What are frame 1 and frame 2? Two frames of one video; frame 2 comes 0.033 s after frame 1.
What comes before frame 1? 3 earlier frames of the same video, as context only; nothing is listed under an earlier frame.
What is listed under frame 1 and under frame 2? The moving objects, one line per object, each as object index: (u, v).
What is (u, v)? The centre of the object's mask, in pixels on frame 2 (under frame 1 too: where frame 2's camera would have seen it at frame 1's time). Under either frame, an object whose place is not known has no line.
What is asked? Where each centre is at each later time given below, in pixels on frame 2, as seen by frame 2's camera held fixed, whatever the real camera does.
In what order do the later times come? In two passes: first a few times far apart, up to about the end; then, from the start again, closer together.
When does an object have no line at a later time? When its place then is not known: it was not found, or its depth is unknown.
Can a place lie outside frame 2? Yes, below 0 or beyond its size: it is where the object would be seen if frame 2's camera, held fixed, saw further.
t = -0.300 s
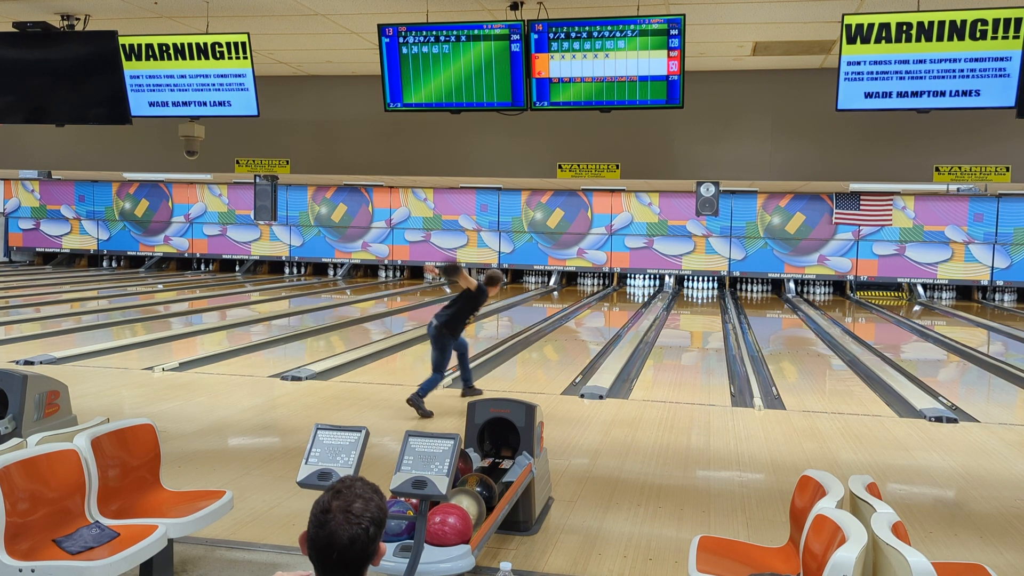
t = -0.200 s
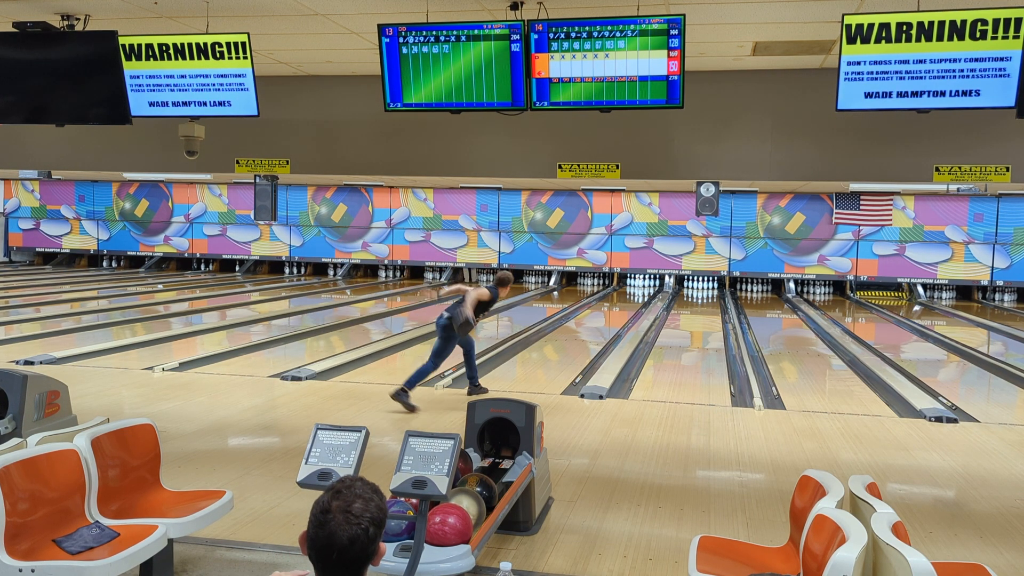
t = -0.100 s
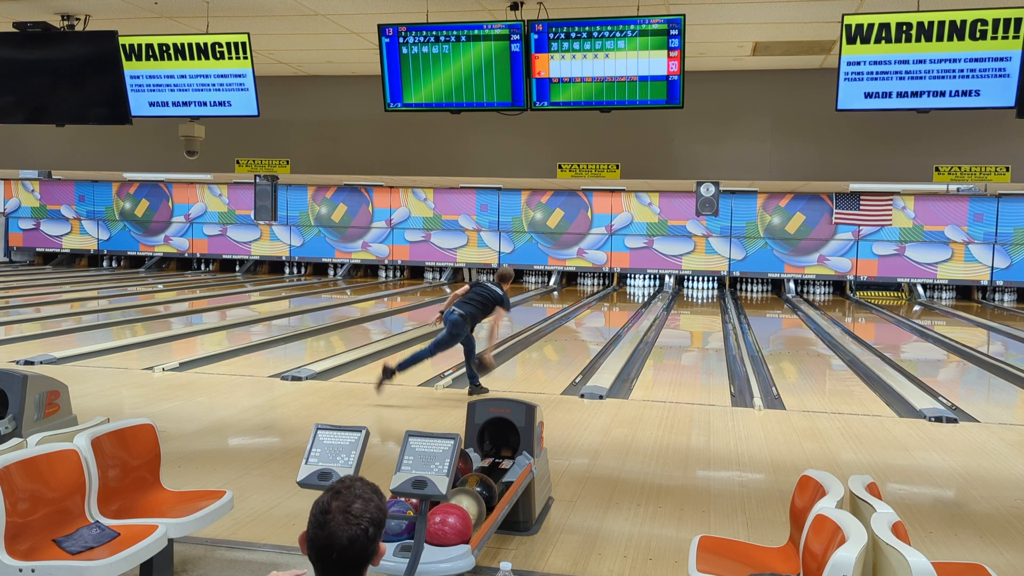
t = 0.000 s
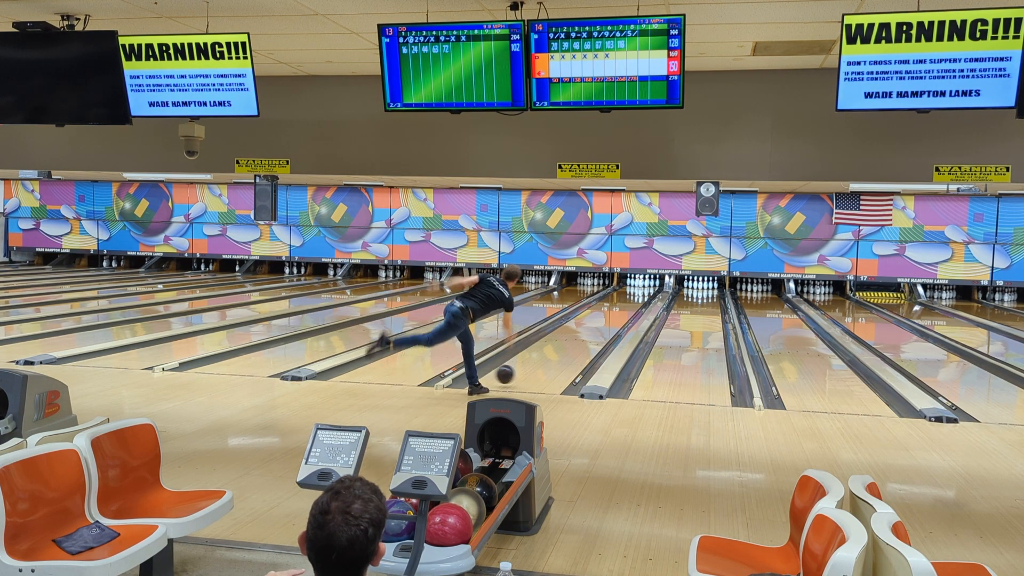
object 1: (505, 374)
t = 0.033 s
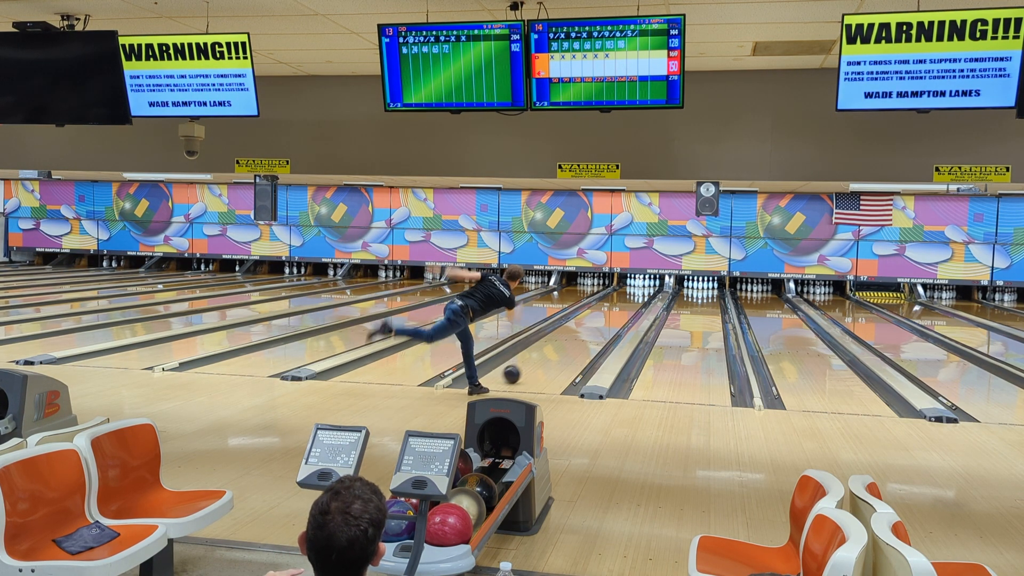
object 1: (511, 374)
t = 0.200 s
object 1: (541, 357)
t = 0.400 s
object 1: (567, 342)
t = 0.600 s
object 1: (588, 331)
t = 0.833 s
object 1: (607, 320)
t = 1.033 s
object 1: (619, 312)
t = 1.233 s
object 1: (629, 306)
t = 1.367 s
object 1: (634, 302)
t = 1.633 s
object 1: (643, 296)
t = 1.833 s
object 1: (646, 293)
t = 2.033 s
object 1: (648, 290)
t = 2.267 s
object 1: (648, 286)
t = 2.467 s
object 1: (649, 284)
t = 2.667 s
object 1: (651, 283)
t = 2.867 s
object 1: (654, 284)
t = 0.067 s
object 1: (518, 370)
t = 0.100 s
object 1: (524, 367)
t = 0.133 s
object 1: (530, 364)
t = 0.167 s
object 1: (536, 360)
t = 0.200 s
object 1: (541, 357)
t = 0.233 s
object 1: (546, 355)
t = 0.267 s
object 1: (550, 352)
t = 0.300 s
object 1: (555, 349)
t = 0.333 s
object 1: (559, 347)
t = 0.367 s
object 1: (564, 344)
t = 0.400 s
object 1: (567, 342)
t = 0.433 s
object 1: (571, 340)
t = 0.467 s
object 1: (575, 338)
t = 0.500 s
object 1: (578, 336)
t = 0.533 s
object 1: (582, 334)
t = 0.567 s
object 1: (585, 332)
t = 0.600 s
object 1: (588, 331)
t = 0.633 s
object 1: (591, 329)
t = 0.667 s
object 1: (594, 327)
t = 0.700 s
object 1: (597, 326)
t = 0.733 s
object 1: (599, 324)
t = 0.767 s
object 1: (602, 323)
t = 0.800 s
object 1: (604, 321)
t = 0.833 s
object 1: (607, 320)
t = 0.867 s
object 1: (609, 318)
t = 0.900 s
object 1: (611, 317)
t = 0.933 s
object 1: (613, 316)
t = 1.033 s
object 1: (619, 312)
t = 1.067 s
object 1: (621, 311)
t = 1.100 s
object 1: (623, 310)
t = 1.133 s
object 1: (625, 309)
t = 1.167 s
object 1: (626, 308)
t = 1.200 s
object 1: (628, 307)
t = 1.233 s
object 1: (629, 306)
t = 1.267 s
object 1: (631, 305)
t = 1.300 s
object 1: (632, 304)
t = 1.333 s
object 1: (633, 303)
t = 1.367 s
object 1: (634, 302)
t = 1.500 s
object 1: (639, 299)
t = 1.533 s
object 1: (640, 298)
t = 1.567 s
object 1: (641, 297)
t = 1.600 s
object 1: (642, 297)
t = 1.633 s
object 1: (643, 296)
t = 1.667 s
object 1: (643, 296)
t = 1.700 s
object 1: (644, 295)
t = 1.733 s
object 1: (645, 295)
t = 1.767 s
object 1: (646, 294)
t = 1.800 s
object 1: (646, 293)
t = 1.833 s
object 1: (646, 293)
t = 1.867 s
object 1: (646, 292)
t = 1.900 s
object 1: (647, 292)
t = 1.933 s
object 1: (647, 291)
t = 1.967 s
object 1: (647, 291)
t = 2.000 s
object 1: (648, 290)
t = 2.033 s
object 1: (648, 290)
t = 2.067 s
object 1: (648, 289)
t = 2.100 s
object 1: (648, 289)
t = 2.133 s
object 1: (648, 288)
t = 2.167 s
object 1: (648, 288)
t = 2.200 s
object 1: (648, 287)
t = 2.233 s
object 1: (648, 287)
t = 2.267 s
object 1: (648, 286)
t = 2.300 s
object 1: (648, 286)
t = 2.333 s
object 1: (648, 286)
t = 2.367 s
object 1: (648, 285)
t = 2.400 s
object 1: (647, 285)
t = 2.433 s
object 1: (648, 284)
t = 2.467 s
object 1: (649, 284)
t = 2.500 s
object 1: (649, 283)
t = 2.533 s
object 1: (649, 283)
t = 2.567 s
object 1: (650, 283)
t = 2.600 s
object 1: (651, 283)
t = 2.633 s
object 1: (650, 283)
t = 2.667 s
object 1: (651, 283)
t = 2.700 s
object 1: (652, 283)
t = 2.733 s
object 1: (652, 283)
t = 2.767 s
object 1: (652, 283)
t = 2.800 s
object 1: (652, 283)
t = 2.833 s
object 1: (653, 284)
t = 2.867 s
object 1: (654, 284)
